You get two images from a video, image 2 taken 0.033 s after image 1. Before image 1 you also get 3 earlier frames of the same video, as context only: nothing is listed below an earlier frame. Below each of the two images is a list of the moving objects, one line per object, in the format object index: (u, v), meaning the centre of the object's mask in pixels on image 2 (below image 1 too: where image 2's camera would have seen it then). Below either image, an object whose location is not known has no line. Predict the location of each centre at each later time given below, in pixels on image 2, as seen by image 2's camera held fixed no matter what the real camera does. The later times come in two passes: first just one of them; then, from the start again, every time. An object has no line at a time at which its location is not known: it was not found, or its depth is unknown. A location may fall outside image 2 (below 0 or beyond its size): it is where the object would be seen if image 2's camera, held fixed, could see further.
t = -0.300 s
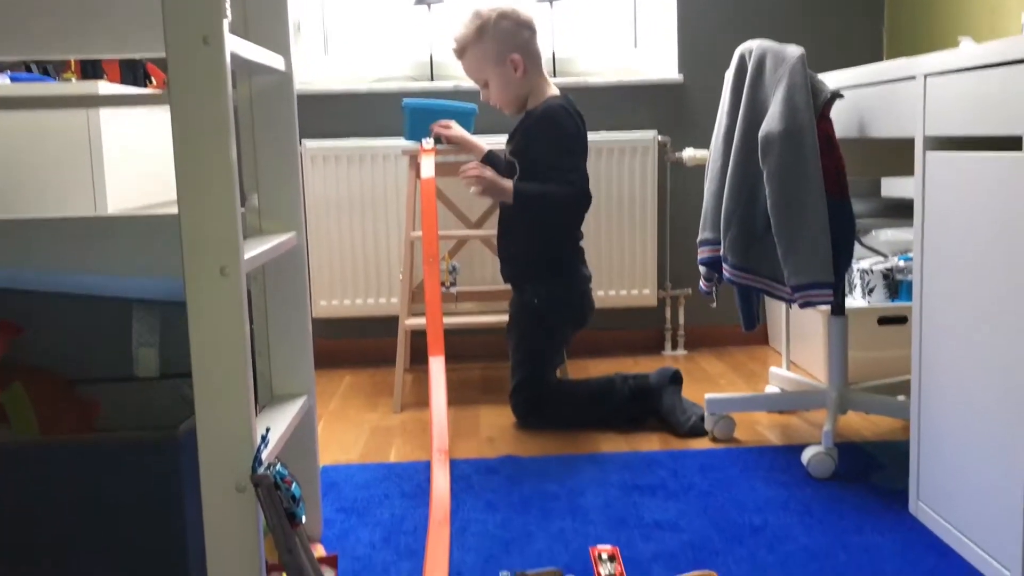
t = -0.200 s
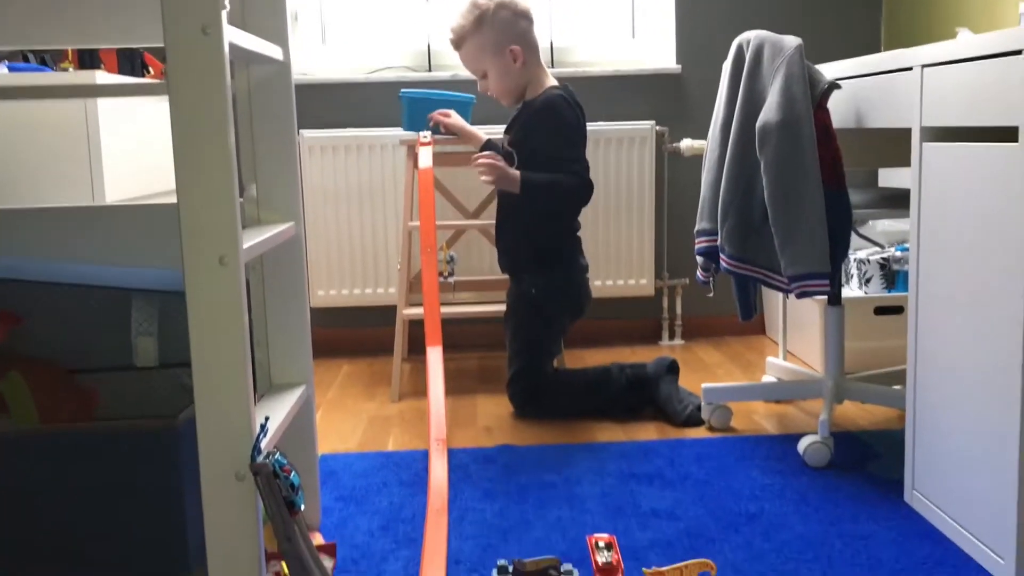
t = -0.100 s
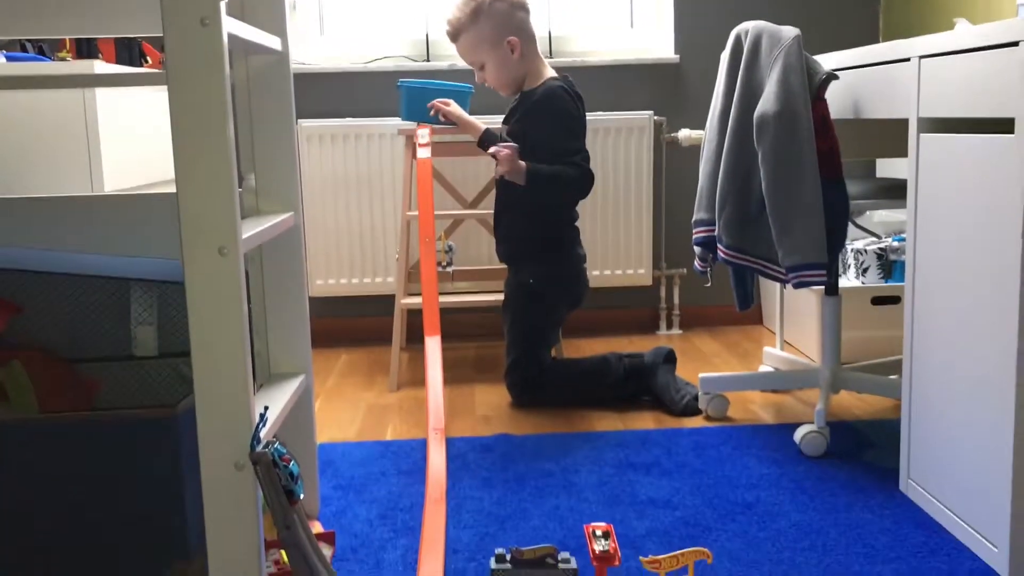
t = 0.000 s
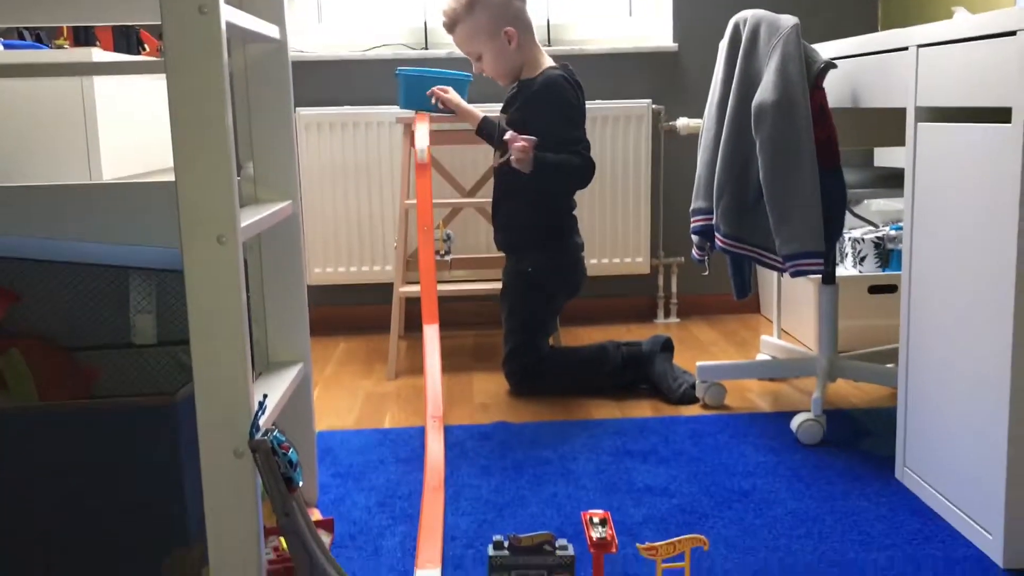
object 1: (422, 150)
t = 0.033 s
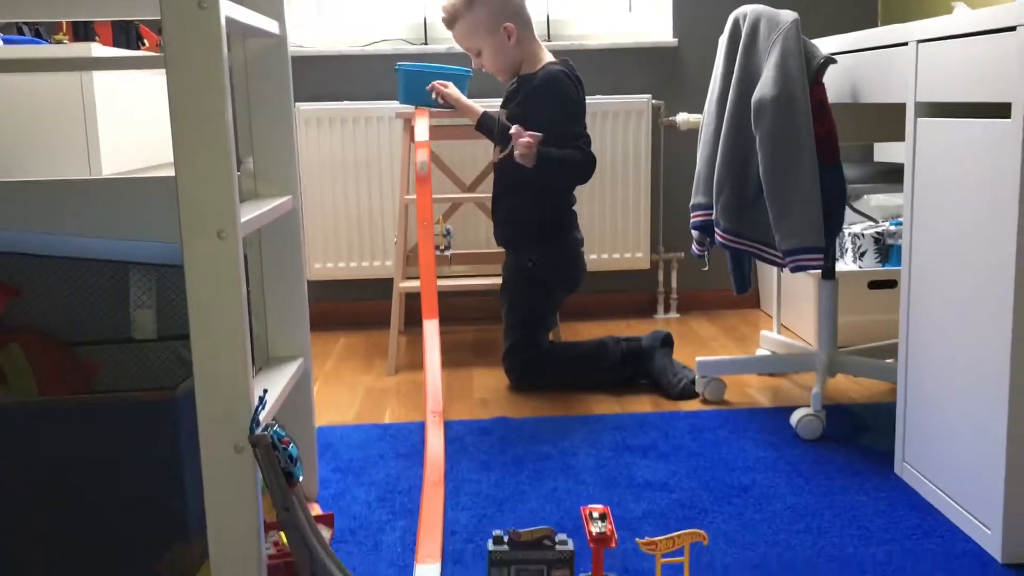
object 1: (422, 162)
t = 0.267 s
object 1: (432, 366)
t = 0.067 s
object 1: (422, 180)
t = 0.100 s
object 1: (423, 206)
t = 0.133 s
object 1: (425, 236)
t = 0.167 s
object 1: (426, 265)
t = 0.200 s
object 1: (429, 301)
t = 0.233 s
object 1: (431, 339)
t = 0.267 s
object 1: (432, 366)
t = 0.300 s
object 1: (433, 394)
